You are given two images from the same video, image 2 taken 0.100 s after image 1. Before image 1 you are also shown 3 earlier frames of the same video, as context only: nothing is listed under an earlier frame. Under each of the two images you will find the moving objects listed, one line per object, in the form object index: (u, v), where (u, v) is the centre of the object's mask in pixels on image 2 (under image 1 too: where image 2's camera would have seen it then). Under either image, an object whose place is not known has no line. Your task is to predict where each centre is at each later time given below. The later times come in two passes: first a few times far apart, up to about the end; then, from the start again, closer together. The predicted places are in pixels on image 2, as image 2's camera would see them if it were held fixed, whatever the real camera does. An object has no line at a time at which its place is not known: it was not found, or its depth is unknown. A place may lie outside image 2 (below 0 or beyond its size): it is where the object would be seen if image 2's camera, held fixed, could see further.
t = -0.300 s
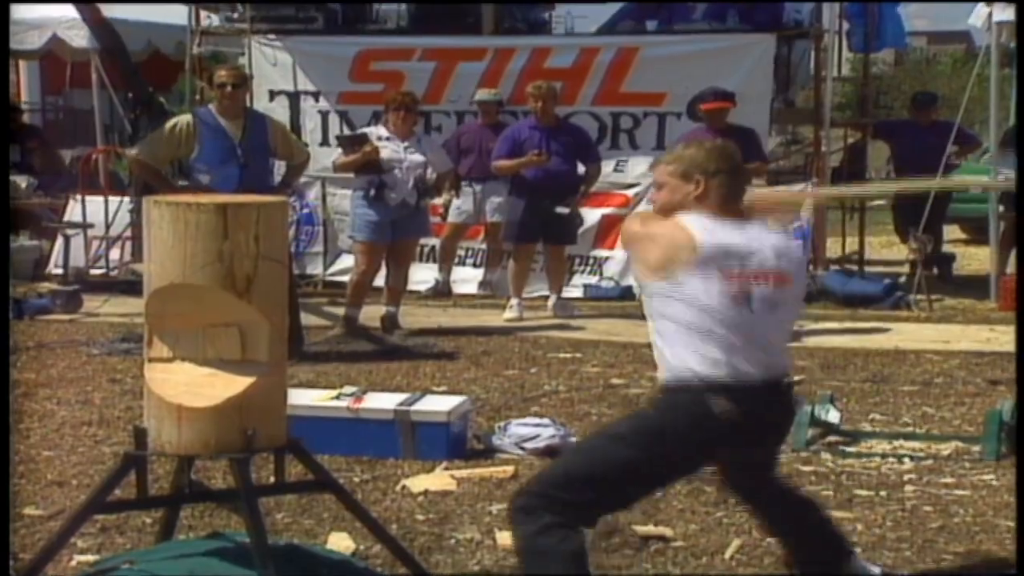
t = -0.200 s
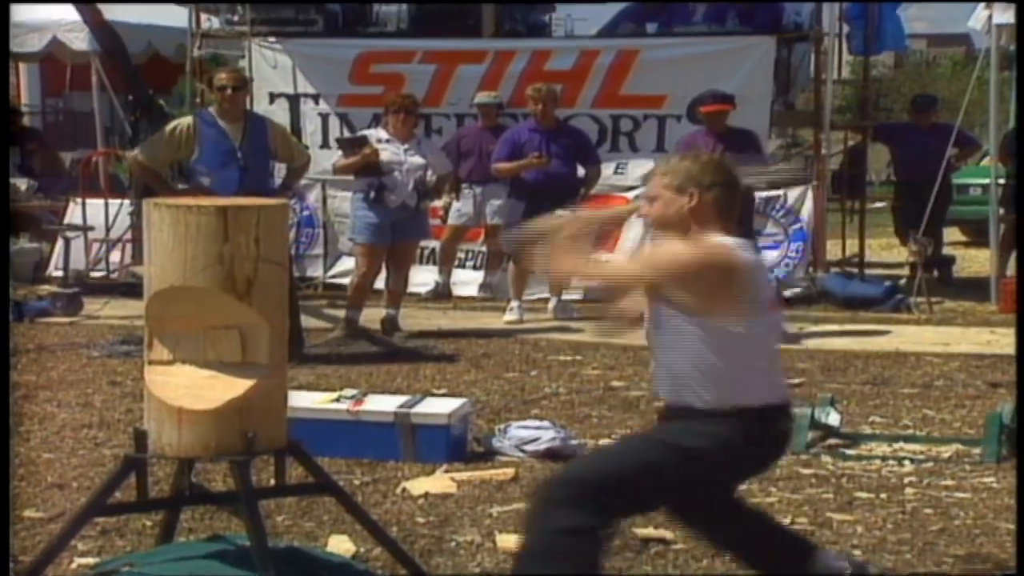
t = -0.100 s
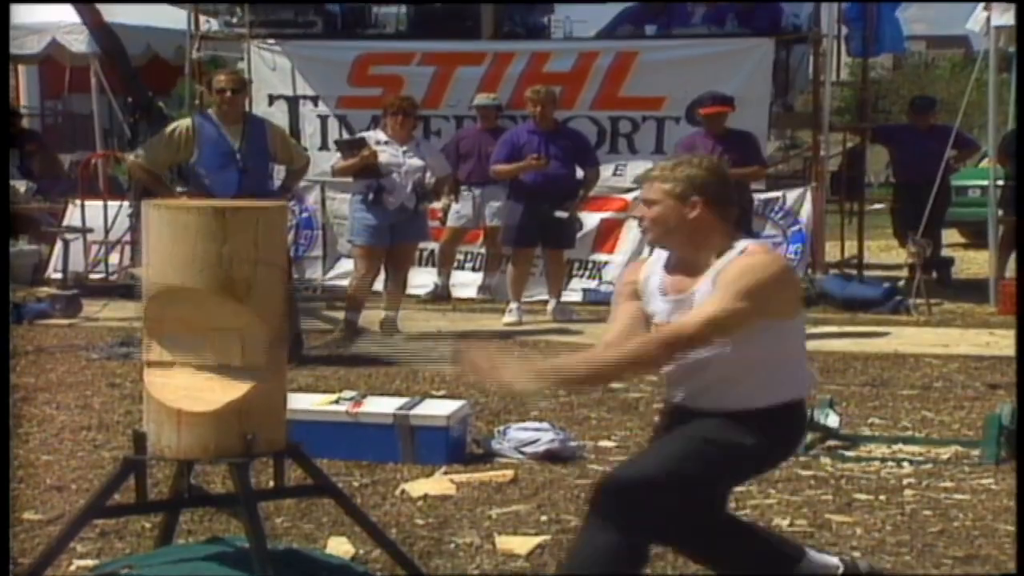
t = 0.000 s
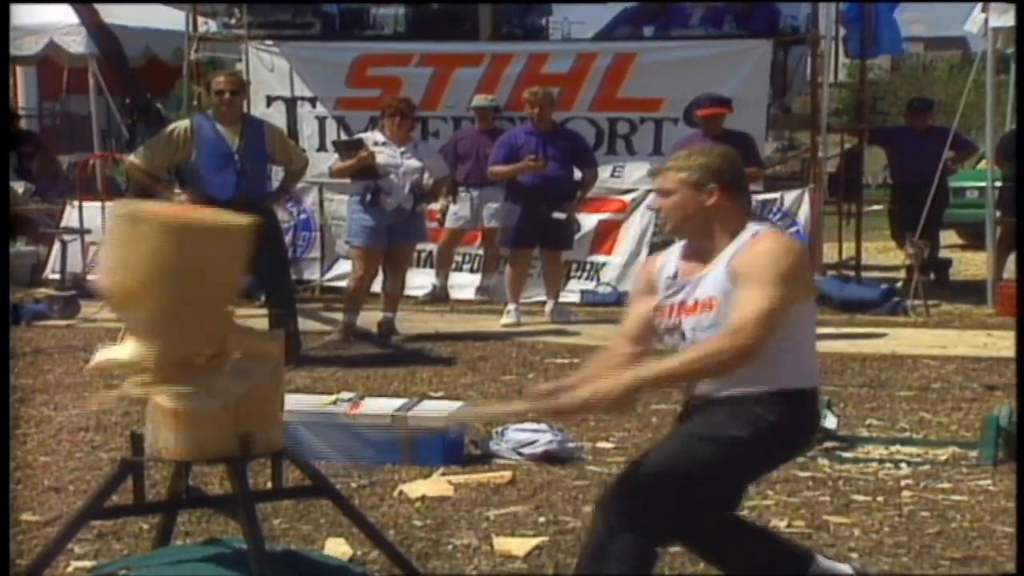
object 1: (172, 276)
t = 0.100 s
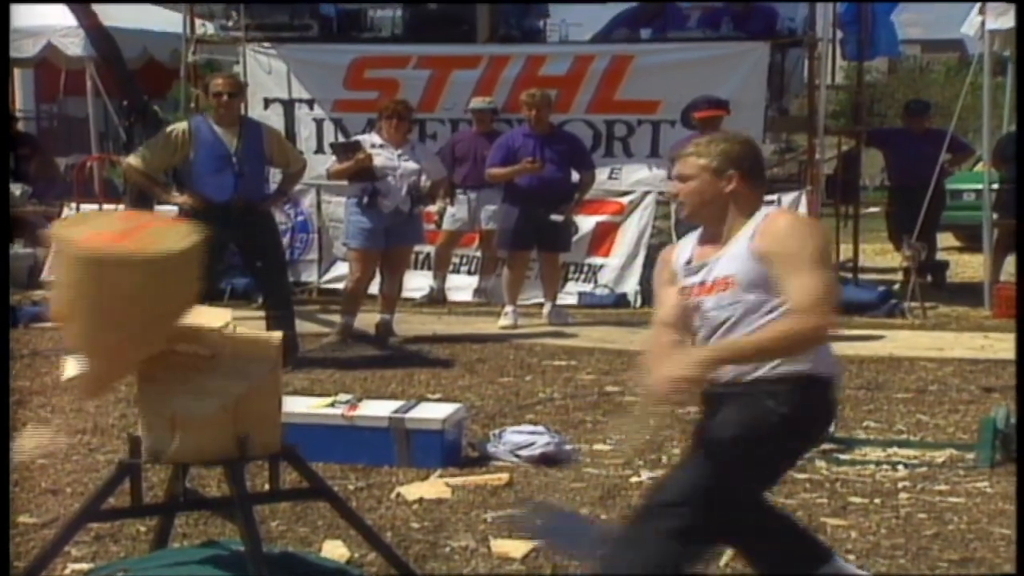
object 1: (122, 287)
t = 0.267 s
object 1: (71, 335)
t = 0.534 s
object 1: (44, 448)
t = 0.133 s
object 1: (106, 292)
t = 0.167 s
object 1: (91, 299)
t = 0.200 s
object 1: (82, 307)
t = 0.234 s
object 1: (76, 317)
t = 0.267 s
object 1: (71, 335)
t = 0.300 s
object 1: (72, 351)
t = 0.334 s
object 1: (74, 368)
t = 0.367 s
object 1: (77, 384)
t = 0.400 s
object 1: (77, 403)
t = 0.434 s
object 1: (70, 415)
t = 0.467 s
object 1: (63, 430)
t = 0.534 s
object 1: (44, 448)
